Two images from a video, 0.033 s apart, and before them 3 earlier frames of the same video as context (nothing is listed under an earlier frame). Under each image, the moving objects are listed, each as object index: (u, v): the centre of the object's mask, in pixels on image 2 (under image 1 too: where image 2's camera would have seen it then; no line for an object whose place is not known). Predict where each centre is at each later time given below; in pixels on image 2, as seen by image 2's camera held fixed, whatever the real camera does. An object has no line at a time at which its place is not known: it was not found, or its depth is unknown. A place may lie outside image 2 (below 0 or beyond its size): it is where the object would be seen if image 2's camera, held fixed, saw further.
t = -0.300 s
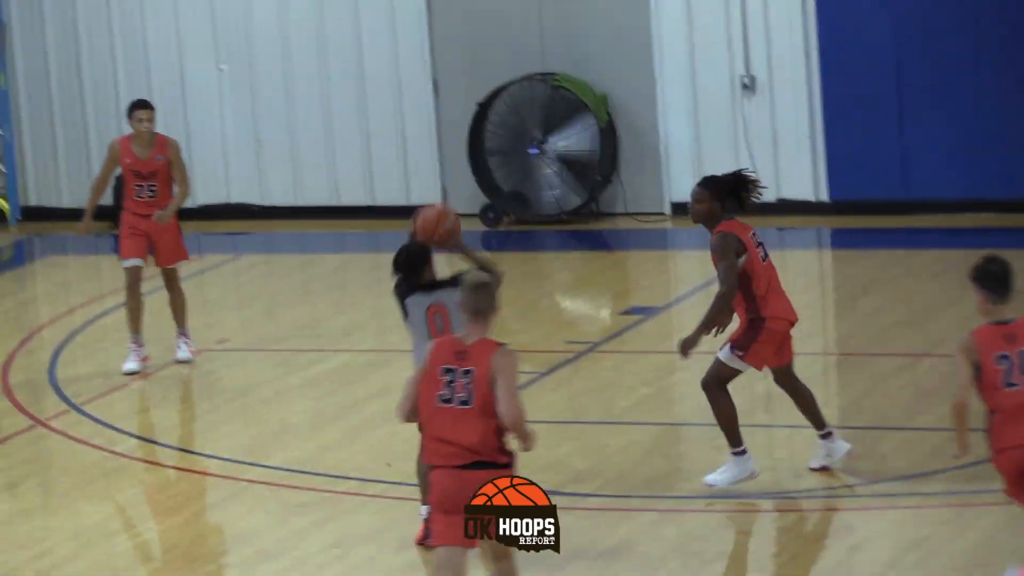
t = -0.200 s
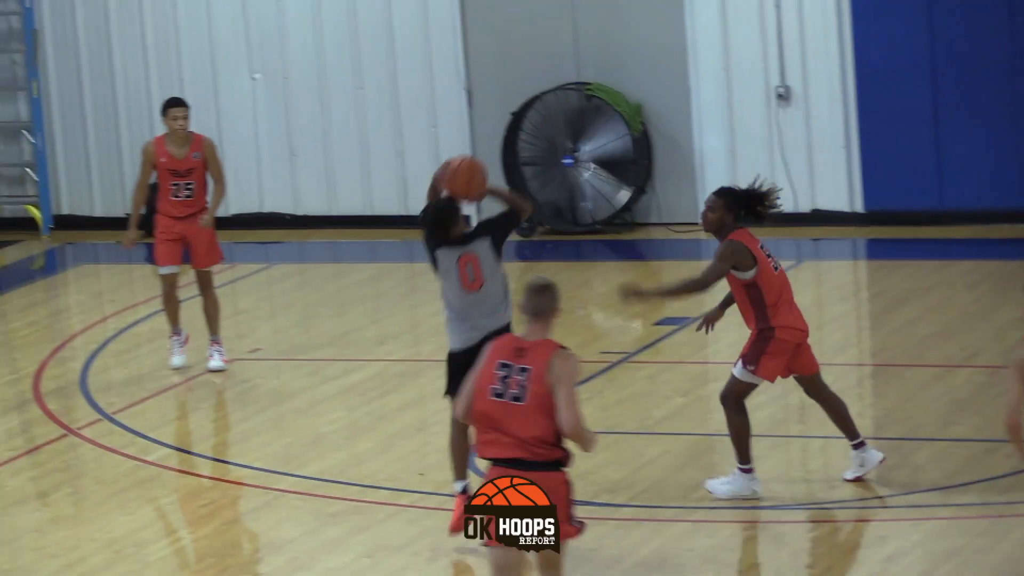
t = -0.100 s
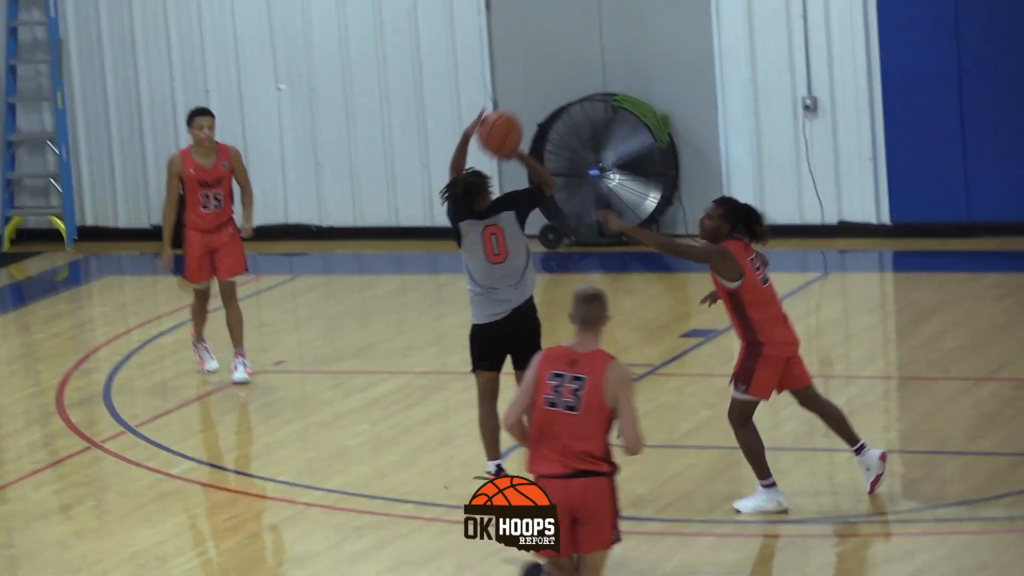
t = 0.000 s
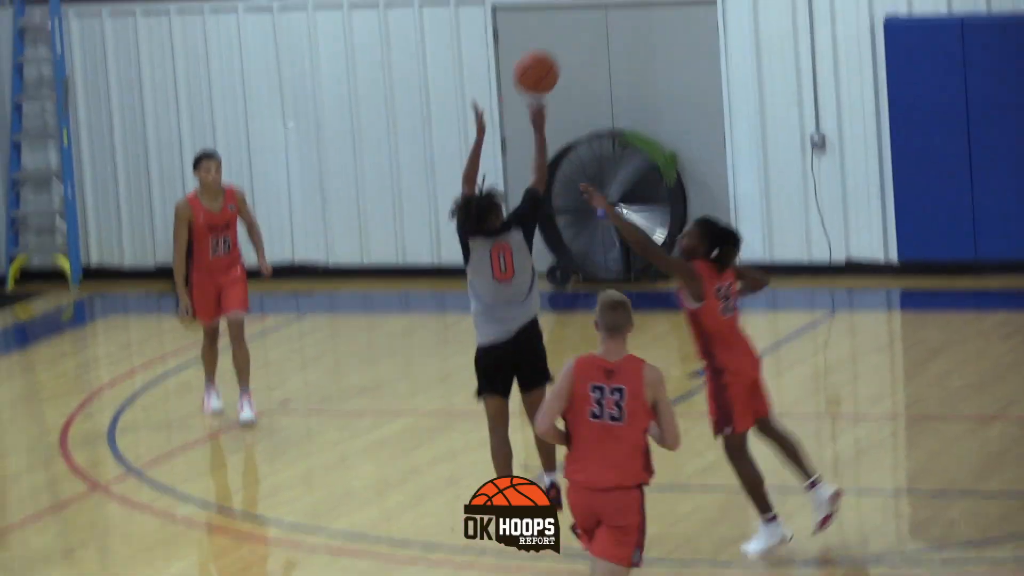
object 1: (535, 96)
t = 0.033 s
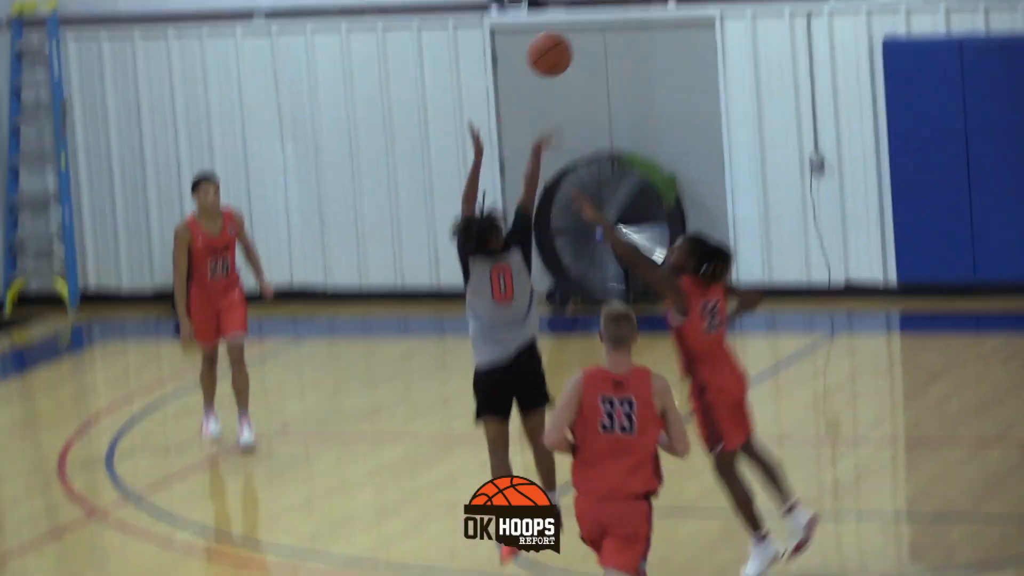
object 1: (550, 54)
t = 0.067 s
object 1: (566, 13)
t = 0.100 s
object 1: (581, -22)
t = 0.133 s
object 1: (595, -55)
